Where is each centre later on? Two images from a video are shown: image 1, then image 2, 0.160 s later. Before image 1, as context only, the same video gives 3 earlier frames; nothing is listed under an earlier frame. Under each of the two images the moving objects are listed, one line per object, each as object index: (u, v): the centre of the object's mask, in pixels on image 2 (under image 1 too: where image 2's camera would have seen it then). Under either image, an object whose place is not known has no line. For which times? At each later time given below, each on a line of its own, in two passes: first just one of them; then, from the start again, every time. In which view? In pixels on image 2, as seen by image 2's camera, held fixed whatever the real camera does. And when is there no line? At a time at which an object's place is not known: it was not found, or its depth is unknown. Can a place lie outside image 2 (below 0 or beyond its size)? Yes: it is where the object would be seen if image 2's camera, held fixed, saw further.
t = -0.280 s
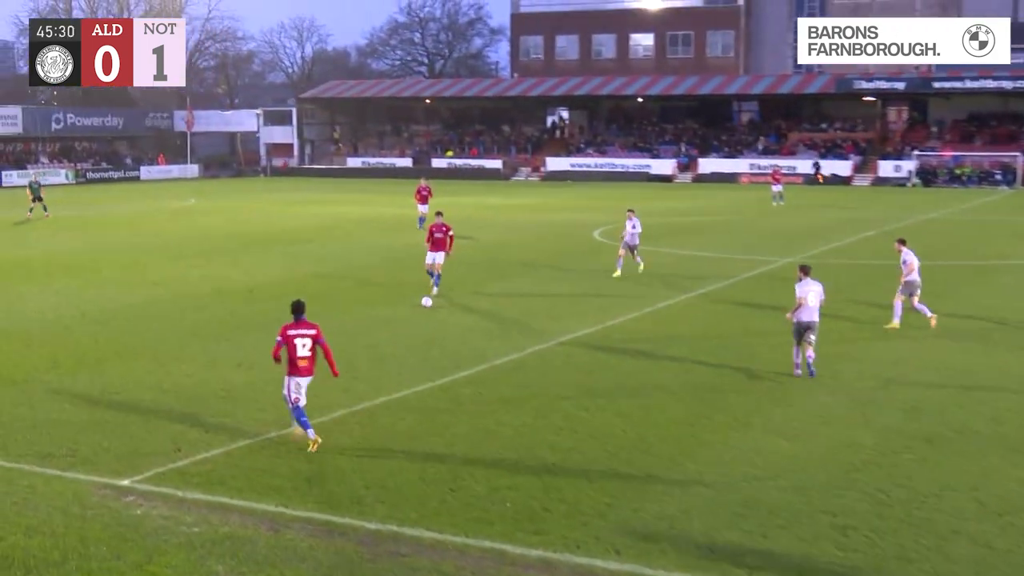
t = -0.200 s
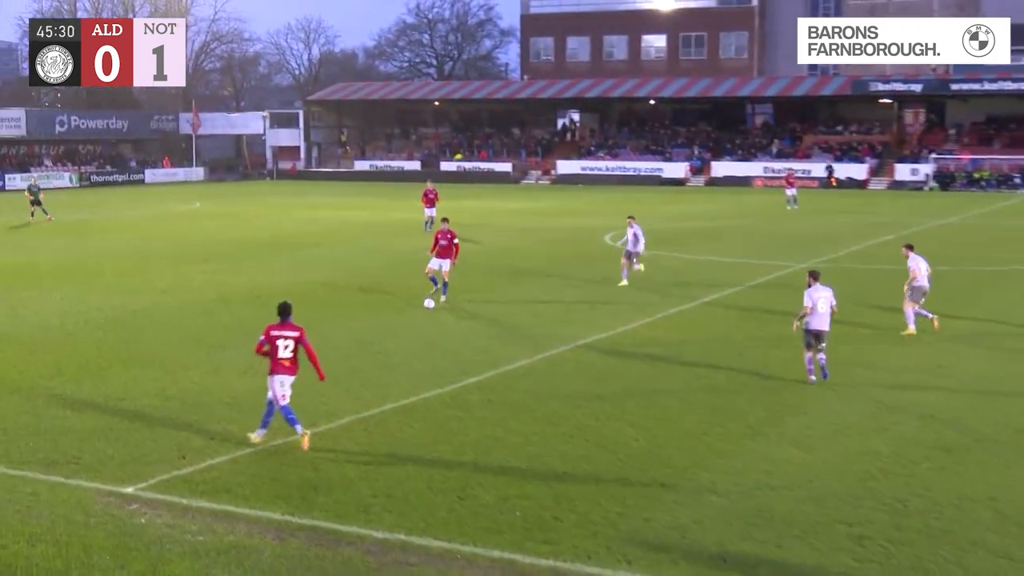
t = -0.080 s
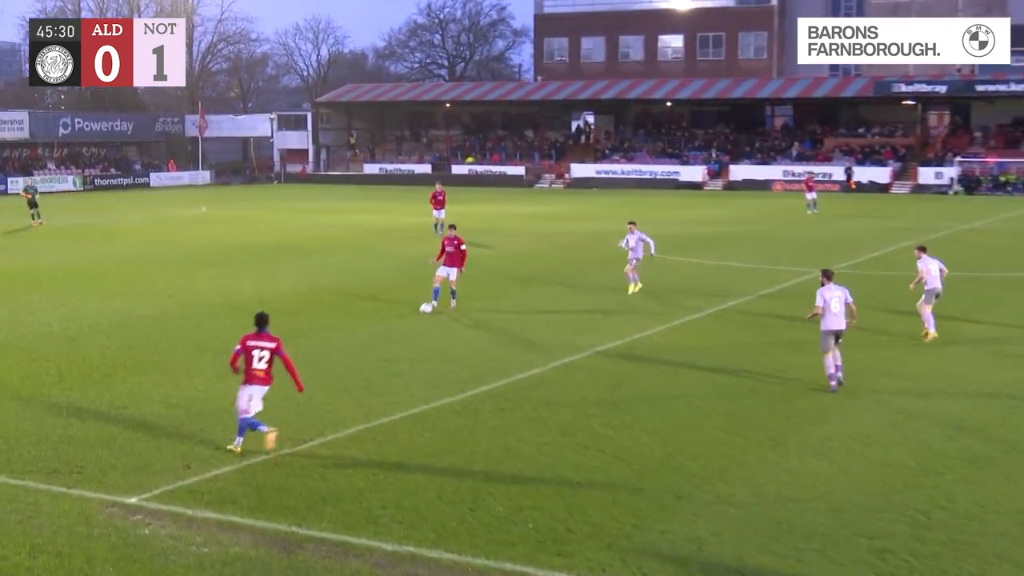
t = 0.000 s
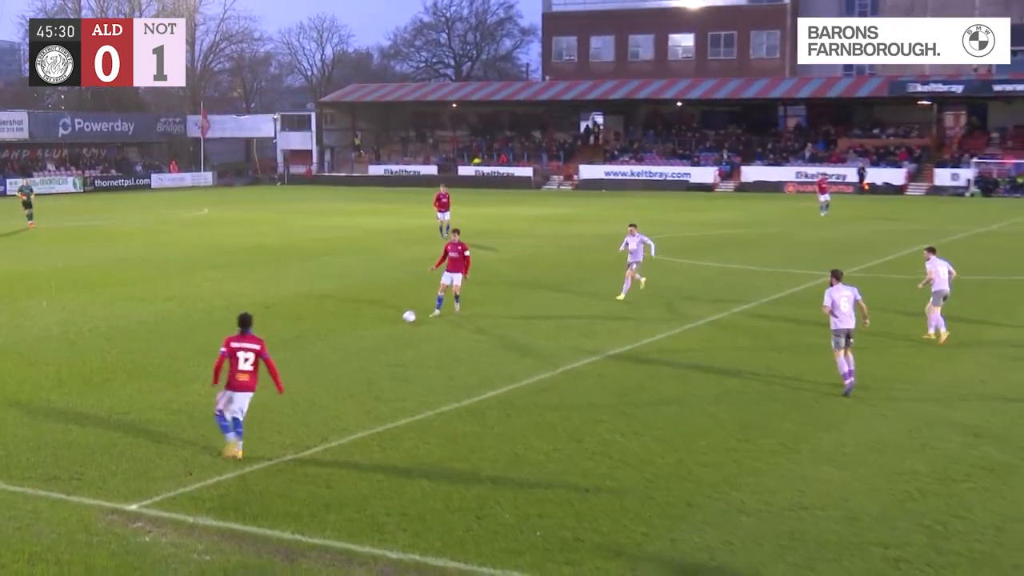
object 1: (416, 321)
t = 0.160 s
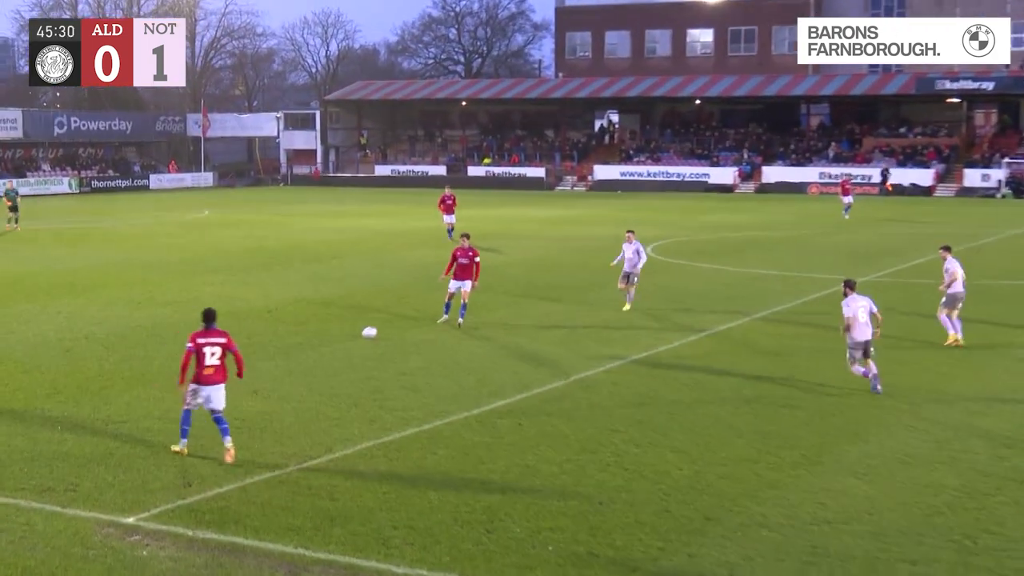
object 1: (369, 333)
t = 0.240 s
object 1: (345, 340)
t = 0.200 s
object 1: (358, 336)
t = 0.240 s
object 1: (345, 340)
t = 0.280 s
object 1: (333, 343)
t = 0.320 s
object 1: (321, 346)
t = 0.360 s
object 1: (310, 349)
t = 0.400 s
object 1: (298, 352)
